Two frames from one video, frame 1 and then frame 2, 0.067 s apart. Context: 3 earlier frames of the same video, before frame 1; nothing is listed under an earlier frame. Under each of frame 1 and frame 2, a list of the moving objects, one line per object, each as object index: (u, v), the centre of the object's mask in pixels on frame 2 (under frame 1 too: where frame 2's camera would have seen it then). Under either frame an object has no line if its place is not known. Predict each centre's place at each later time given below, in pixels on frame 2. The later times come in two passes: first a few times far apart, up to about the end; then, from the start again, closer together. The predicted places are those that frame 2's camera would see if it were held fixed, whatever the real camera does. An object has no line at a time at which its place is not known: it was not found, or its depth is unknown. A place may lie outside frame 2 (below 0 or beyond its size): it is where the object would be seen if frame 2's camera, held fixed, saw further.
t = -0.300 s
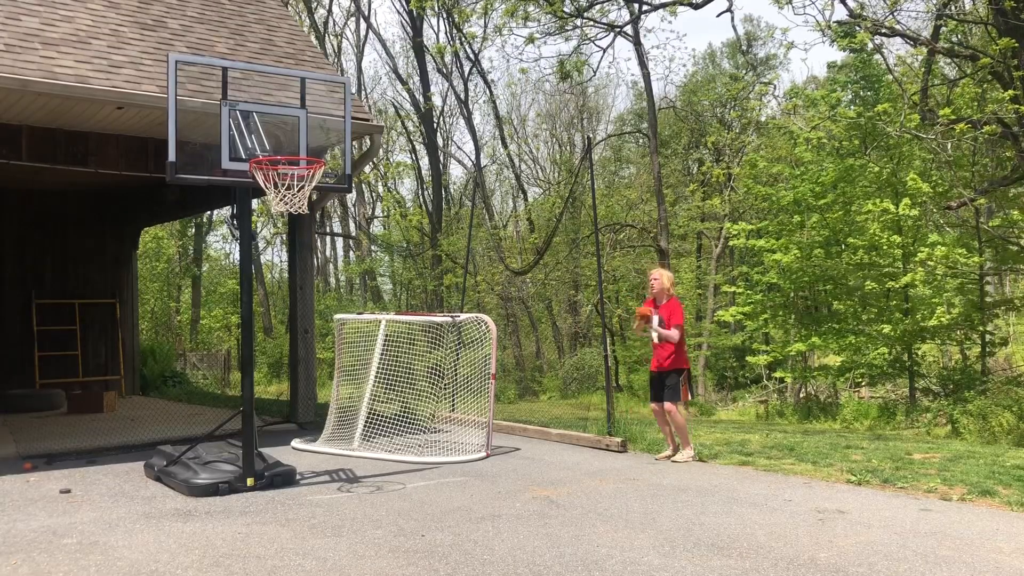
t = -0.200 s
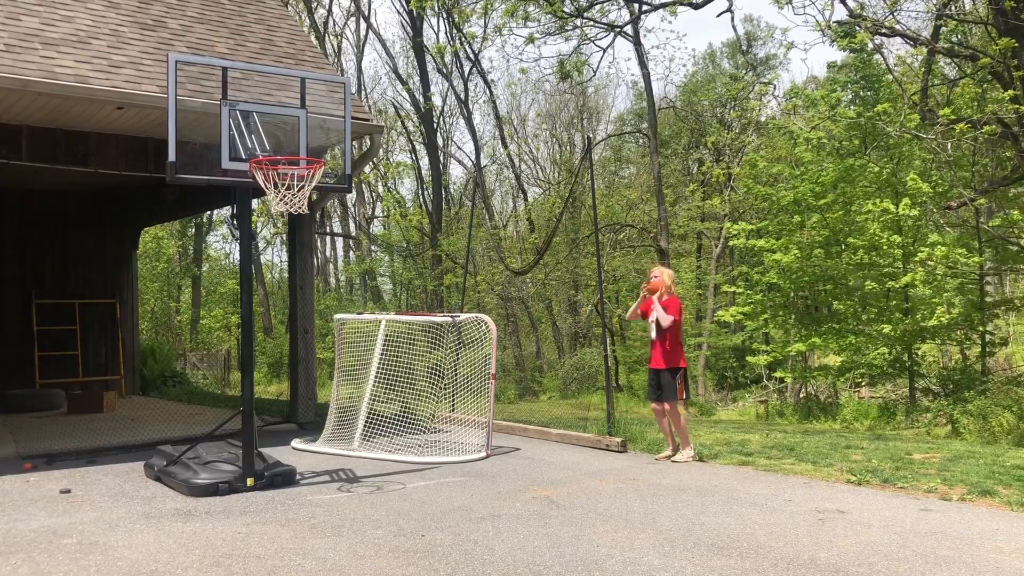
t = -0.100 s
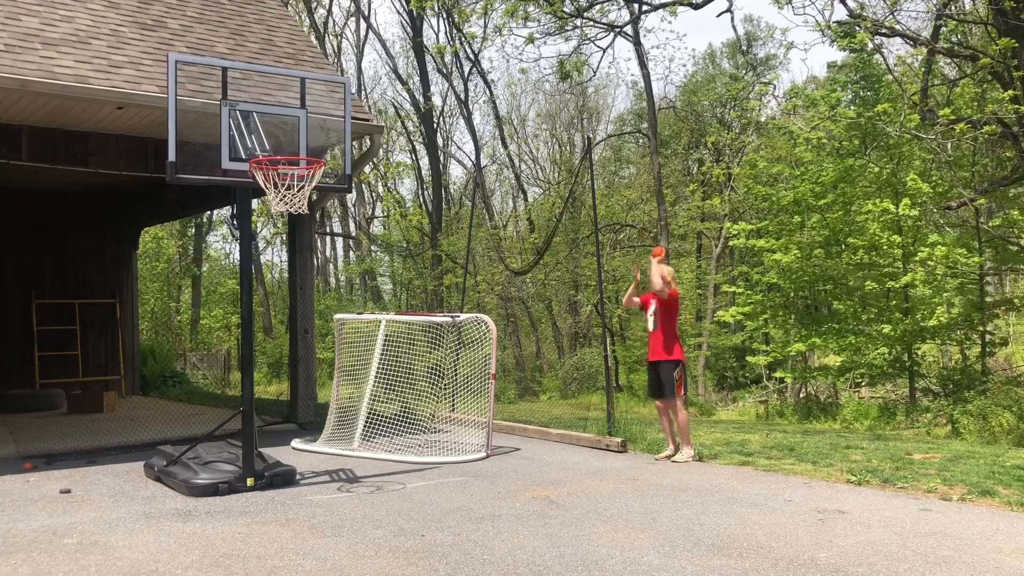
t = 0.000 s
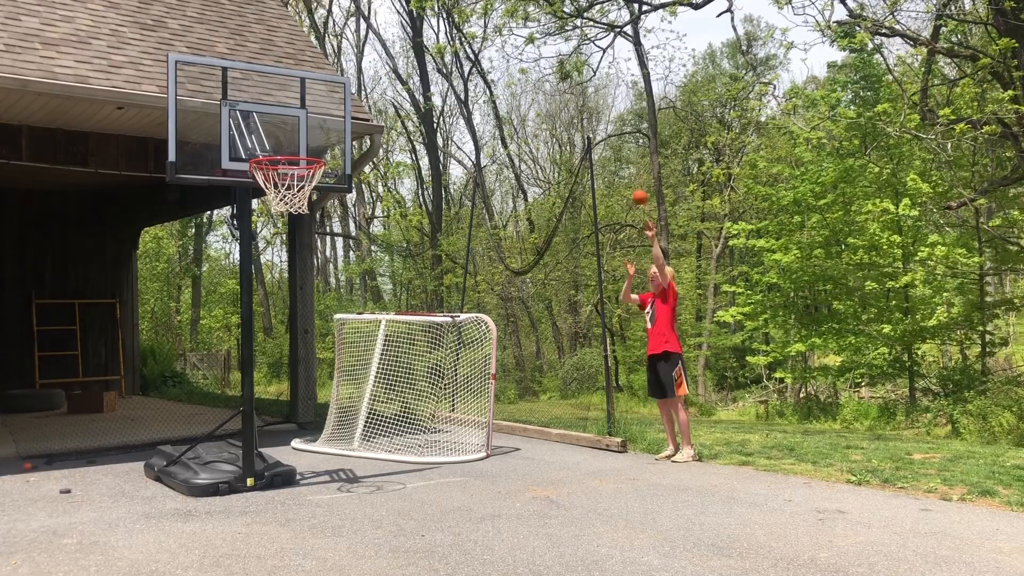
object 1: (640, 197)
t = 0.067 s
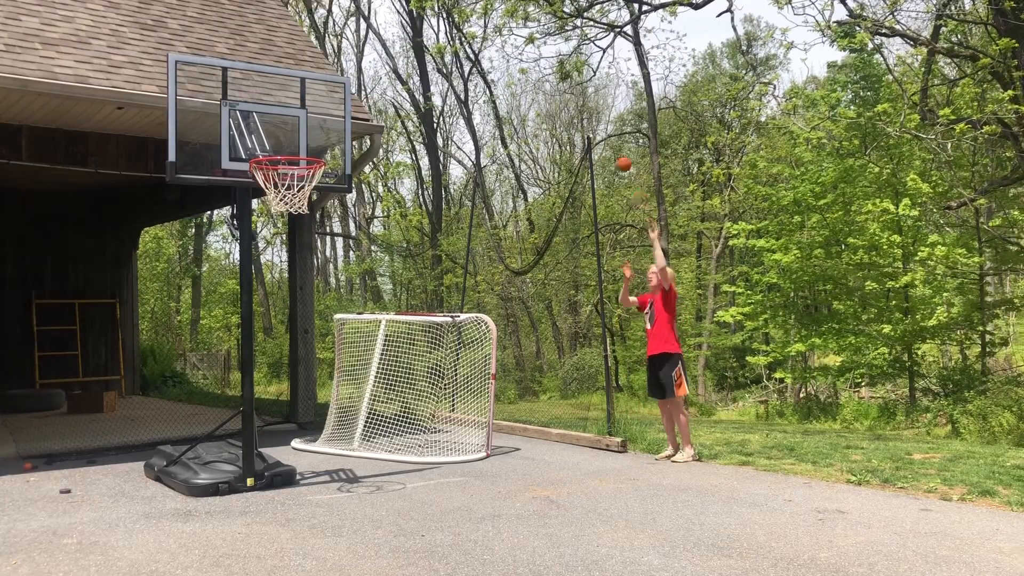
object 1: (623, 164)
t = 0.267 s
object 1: (573, 92)
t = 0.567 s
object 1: (492, 69)
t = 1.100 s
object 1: (330, 337)
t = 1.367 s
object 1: (248, 438)
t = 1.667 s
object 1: (173, 334)
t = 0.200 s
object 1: (590, 111)
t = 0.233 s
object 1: (581, 101)
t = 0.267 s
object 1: (573, 92)
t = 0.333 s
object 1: (556, 78)
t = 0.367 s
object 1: (547, 72)
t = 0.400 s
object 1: (539, 68)
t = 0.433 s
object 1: (529, 66)
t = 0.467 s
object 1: (521, 64)
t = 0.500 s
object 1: (512, 64)
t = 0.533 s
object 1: (502, 66)
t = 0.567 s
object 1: (492, 69)
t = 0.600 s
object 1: (483, 74)
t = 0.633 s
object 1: (474, 80)
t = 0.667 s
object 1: (464, 87)
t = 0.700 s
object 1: (454, 96)
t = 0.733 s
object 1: (445, 106)
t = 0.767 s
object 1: (435, 119)
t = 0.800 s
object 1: (426, 132)
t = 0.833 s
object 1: (415, 148)
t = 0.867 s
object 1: (405, 166)
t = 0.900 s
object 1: (395, 184)
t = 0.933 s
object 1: (384, 205)
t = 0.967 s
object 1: (374, 228)
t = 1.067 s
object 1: (341, 306)
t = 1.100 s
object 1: (330, 337)
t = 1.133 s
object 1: (318, 369)
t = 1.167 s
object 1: (307, 404)
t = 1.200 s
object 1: (294, 441)
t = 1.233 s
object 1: (283, 481)
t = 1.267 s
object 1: (273, 504)
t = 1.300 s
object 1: (265, 480)
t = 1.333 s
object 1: (256, 458)
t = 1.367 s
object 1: (248, 438)
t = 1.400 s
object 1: (239, 420)
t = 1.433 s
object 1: (231, 402)
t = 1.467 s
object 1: (223, 390)
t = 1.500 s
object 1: (215, 374)
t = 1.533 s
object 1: (207, 363)
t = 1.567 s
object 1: (198, 351)
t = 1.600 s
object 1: (190, 343)
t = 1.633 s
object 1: (181, 339)
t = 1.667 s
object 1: (173, 334)
